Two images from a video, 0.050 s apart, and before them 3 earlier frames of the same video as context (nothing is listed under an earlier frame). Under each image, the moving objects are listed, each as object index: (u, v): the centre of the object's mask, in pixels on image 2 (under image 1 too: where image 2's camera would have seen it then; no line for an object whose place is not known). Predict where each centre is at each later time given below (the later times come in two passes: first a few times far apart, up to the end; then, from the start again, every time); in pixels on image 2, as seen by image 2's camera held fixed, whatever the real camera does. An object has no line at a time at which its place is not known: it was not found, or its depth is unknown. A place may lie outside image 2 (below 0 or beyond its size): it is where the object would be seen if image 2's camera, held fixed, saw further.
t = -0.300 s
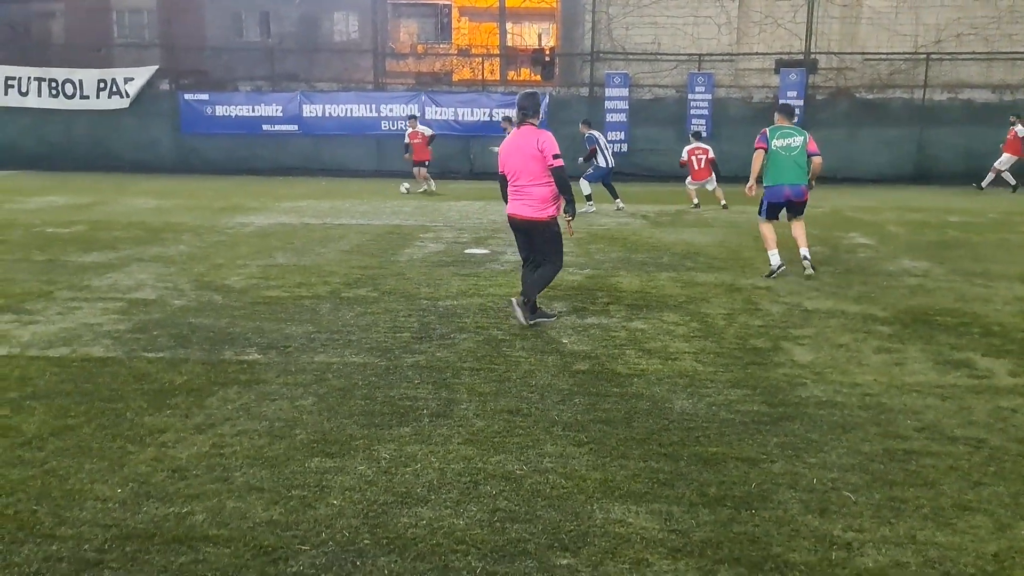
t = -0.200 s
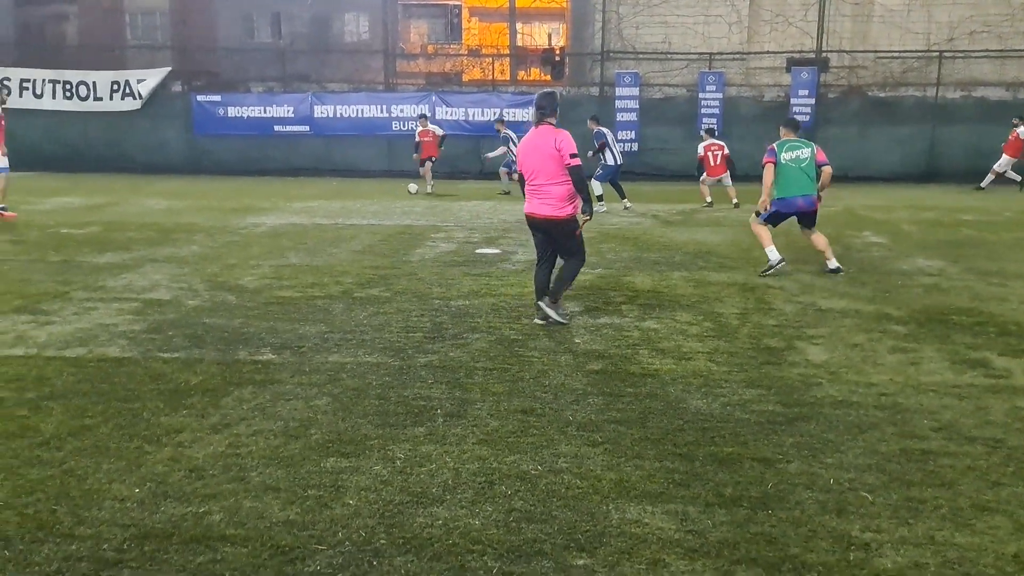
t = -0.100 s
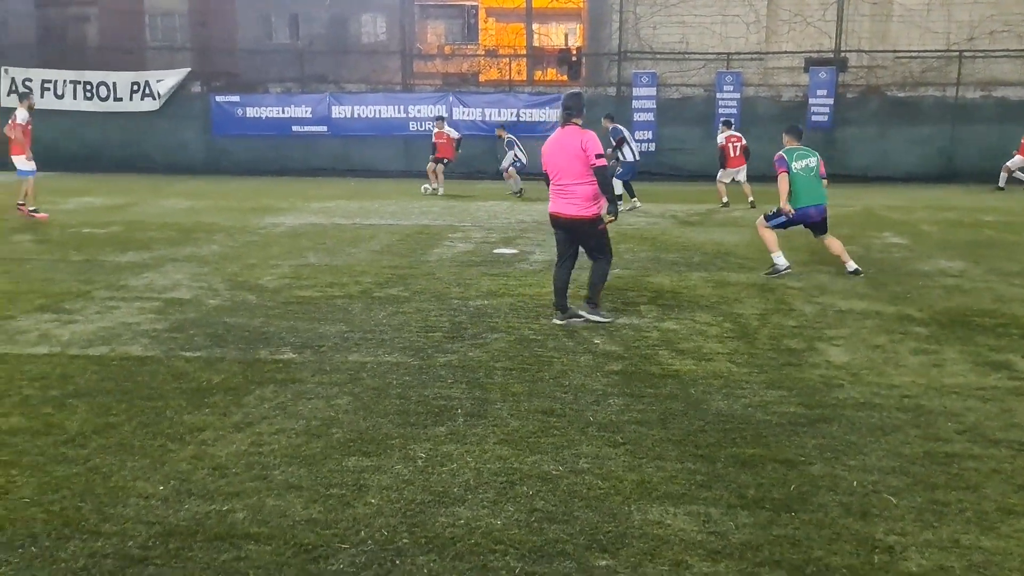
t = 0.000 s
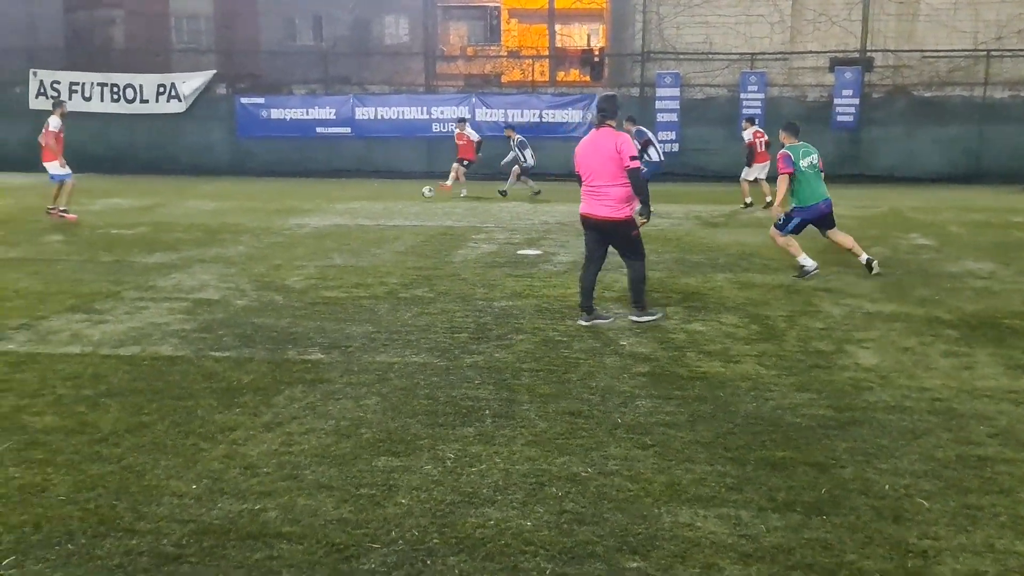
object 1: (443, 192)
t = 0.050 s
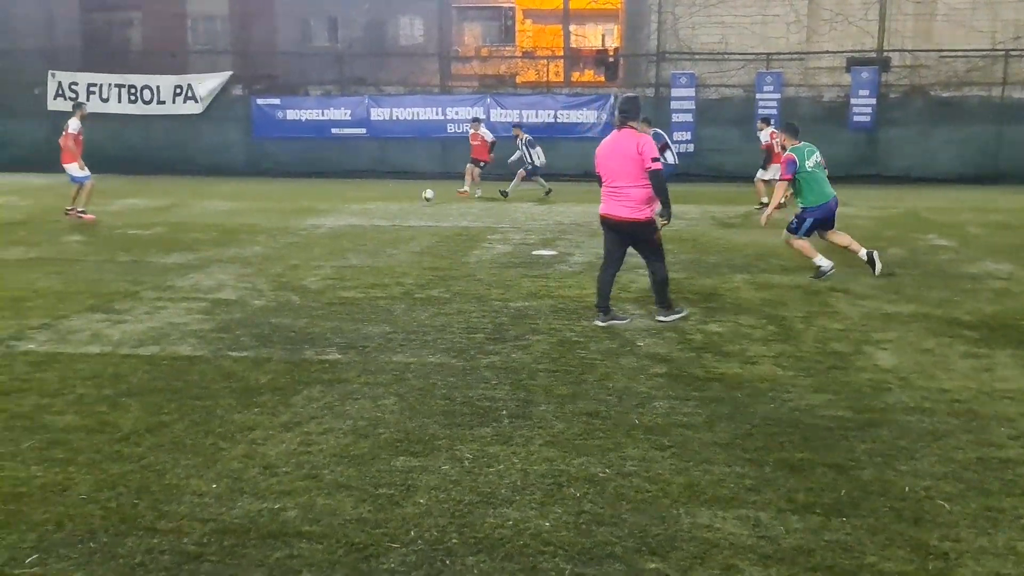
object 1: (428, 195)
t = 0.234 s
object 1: (370, 210)
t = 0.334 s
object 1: (335, 216)
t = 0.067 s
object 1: (424, 197)
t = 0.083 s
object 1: (419, 199)
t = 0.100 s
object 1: (413, 200)
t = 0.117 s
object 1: (408, 202)
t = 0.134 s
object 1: (403, 204)
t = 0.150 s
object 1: (397, 207)
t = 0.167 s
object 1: (391, 209)
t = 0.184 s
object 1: (387, 210)
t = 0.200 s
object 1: (380, 210)
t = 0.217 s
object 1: (375, 210)
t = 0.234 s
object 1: (370, 210)
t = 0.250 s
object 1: (363, 210)
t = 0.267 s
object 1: (358, 211)
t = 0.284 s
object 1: (354, 212)
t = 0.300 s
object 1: (346, 213)
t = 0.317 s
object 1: (341, 215)
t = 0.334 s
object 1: (335, 216)
